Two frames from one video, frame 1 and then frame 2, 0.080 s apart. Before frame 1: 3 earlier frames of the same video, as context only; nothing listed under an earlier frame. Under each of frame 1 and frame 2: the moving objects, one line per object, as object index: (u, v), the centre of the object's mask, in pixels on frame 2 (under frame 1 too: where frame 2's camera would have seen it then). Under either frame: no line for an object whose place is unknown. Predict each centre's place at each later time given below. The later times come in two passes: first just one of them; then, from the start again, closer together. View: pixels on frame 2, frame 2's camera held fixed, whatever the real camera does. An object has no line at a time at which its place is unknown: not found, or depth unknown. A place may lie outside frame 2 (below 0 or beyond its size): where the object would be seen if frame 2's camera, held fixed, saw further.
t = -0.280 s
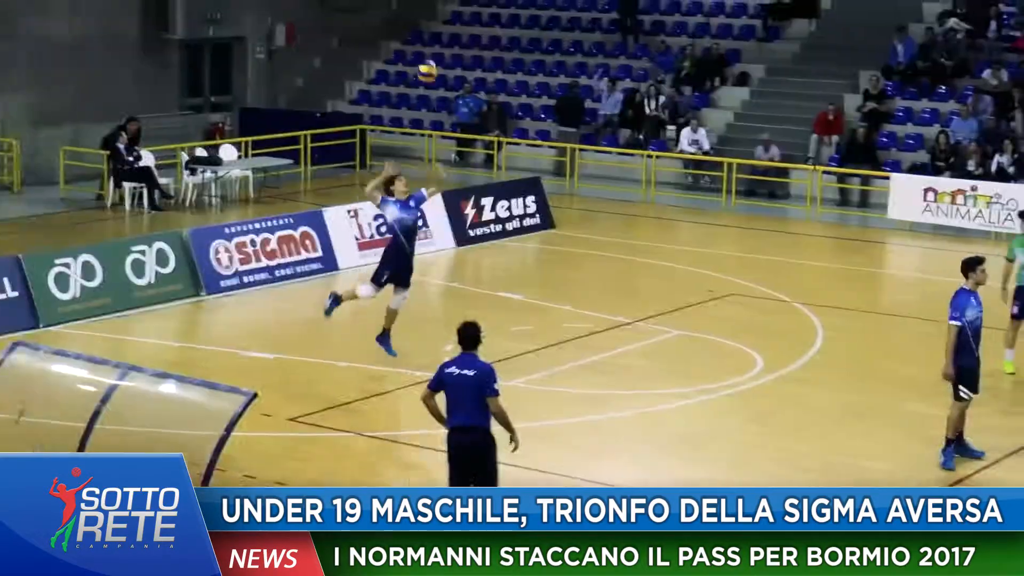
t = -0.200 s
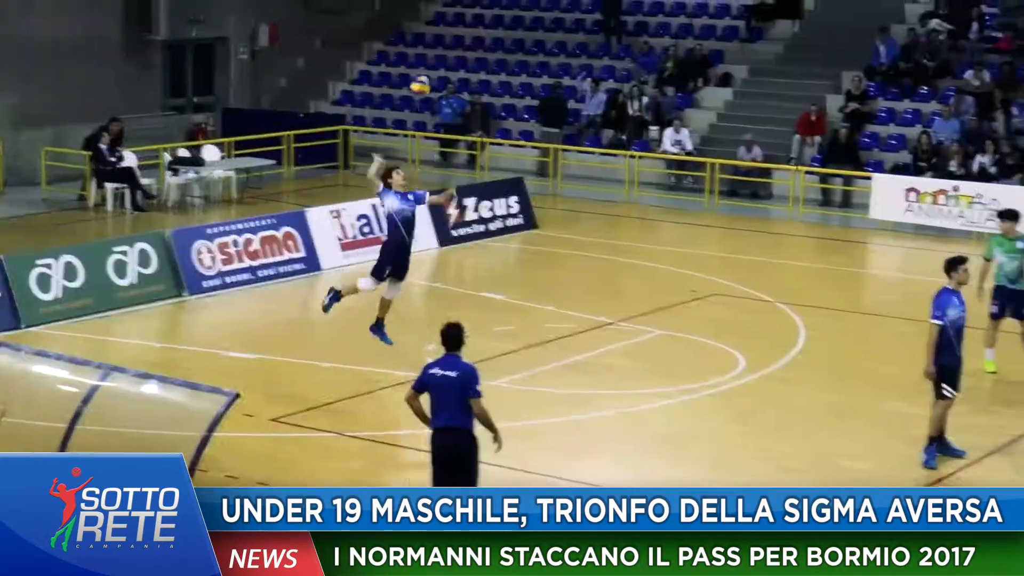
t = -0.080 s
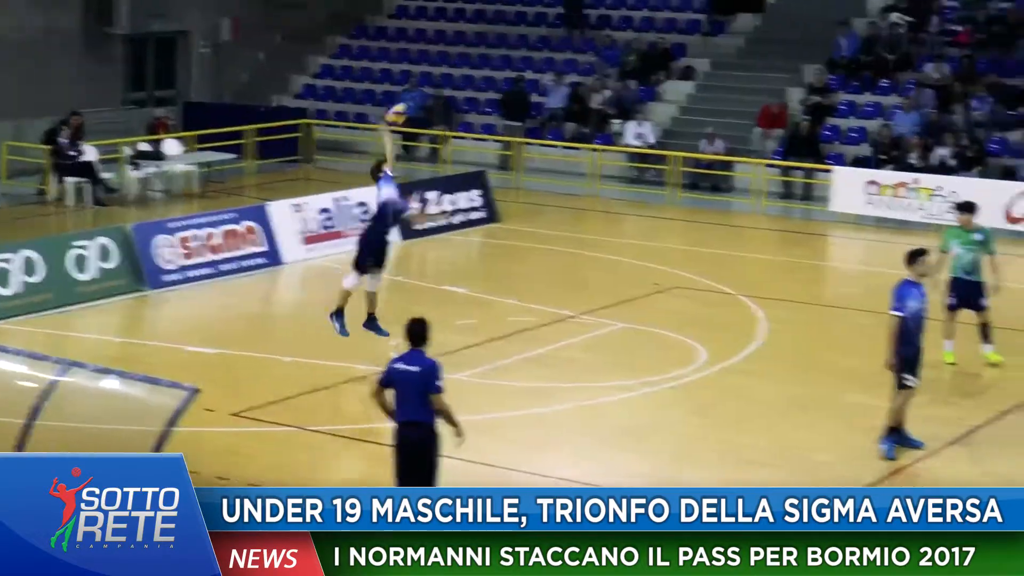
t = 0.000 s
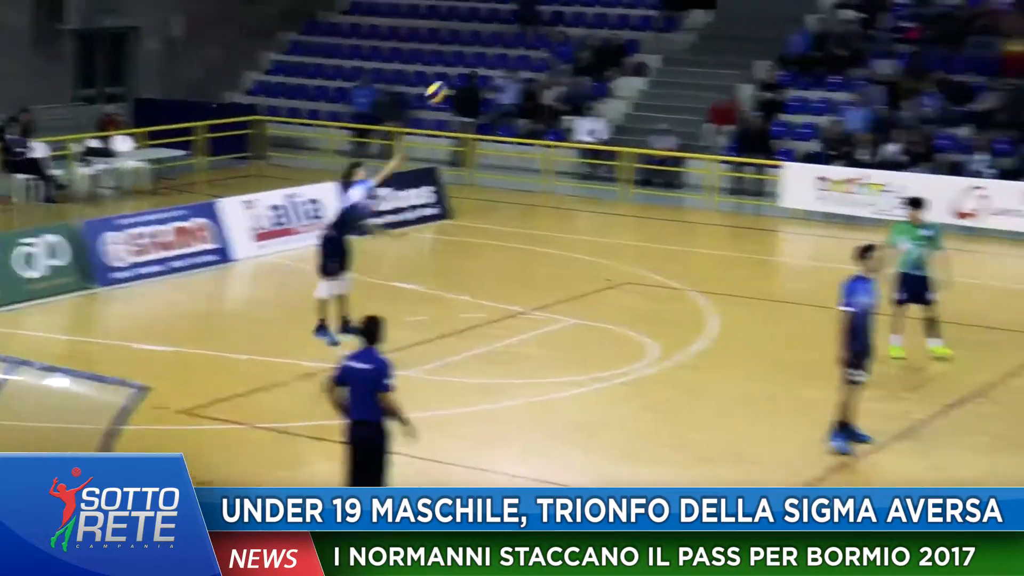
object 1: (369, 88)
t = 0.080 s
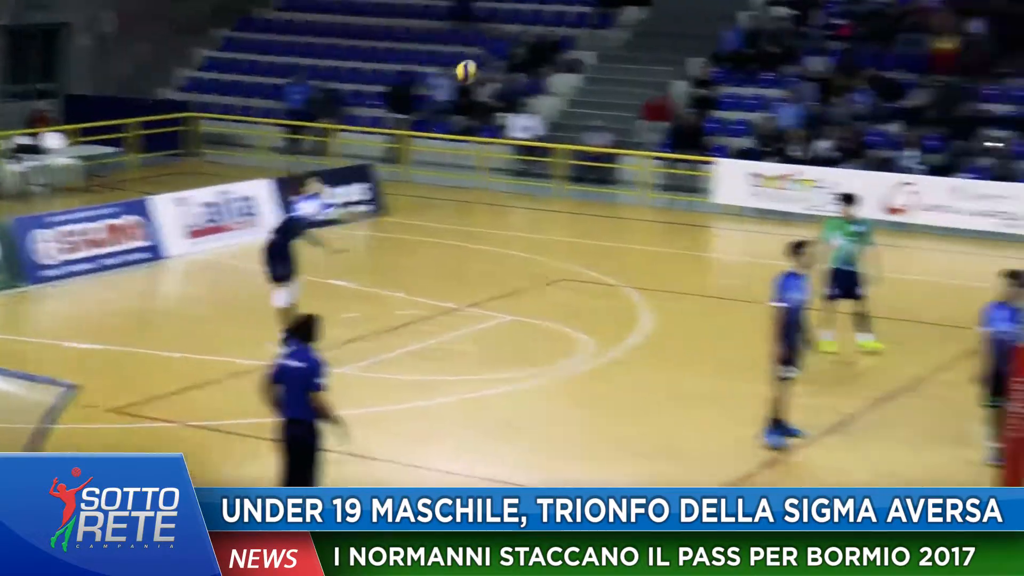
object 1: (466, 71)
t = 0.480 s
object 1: (939, 63)
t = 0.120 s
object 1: (515, 65)
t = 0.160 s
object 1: (564, 60)
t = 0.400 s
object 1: (849, 55)
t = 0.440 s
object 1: (895, 58)
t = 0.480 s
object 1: (939, 63)
